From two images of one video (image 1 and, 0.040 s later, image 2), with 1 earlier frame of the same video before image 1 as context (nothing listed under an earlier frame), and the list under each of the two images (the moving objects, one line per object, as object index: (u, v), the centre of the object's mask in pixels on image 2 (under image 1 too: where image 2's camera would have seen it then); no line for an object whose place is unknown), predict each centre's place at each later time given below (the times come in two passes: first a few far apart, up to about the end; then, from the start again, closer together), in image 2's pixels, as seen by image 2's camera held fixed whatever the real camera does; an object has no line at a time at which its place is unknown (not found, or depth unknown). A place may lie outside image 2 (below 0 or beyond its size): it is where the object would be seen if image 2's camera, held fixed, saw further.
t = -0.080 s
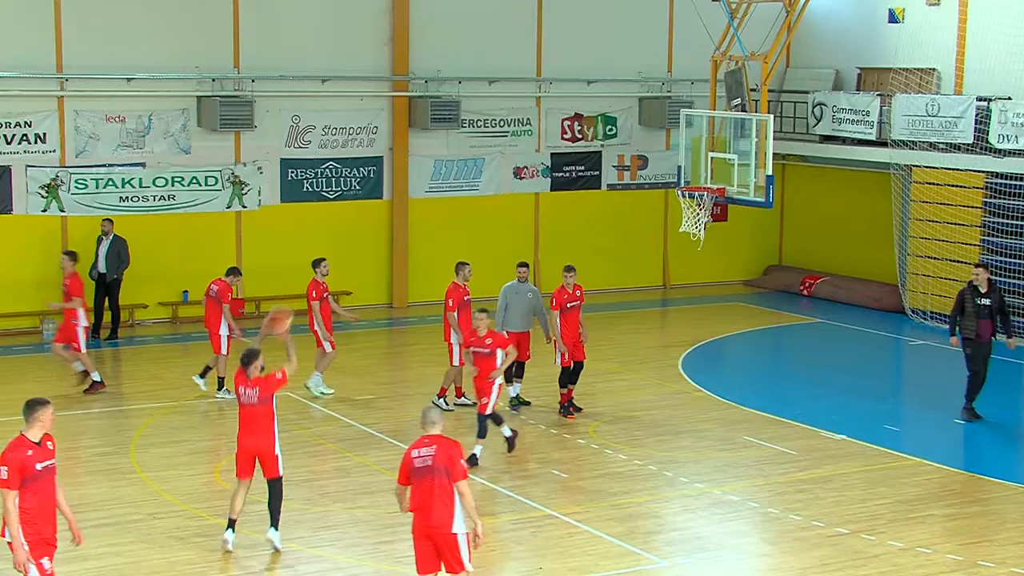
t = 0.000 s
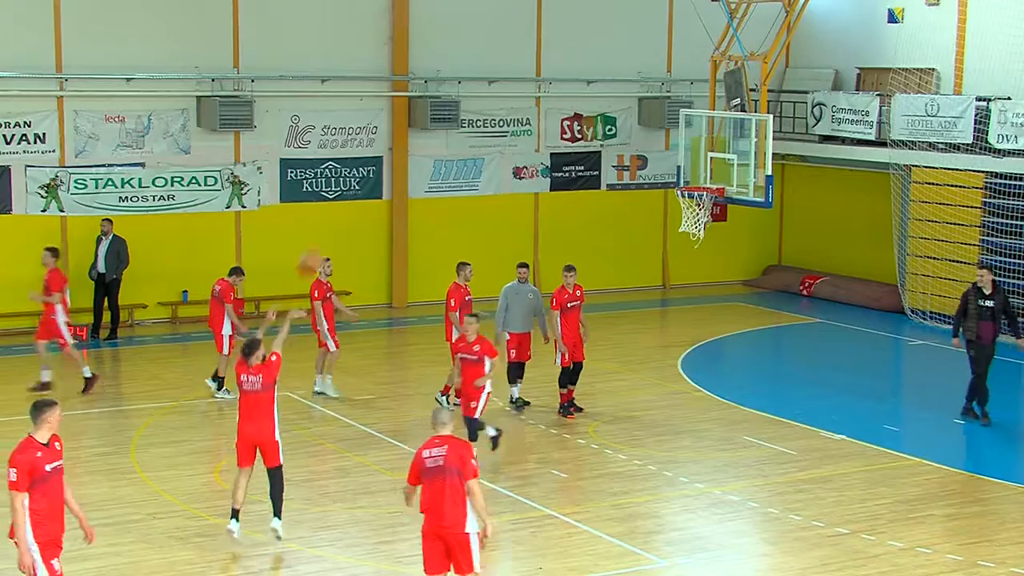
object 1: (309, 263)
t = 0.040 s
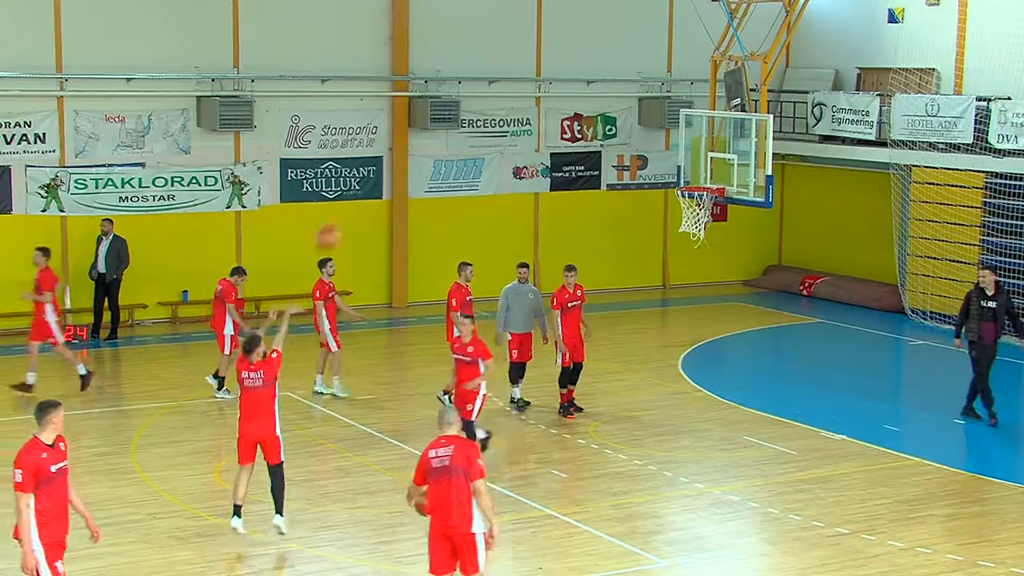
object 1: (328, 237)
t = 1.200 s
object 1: (695, 186)
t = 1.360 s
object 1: (712, 208)
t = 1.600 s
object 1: (709, 207)
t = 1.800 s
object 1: (697, 231)
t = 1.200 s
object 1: (695, 186)
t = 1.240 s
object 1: (707, 191)
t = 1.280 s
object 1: (711, 209)
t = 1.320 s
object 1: (712, 211)
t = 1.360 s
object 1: (712, 208)
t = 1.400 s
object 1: (718, 207)
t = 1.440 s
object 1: (717, 210)
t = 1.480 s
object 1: (713, 210)
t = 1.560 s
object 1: (714, 206)
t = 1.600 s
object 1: (709, 207)
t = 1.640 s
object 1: (707, 209)
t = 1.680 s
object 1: (708, 213)
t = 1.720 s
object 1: (706, 217)
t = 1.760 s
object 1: (700, 224)
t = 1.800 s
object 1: (697, 231)
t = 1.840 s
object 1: (693, 238)
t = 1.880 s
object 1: (691, 247)
